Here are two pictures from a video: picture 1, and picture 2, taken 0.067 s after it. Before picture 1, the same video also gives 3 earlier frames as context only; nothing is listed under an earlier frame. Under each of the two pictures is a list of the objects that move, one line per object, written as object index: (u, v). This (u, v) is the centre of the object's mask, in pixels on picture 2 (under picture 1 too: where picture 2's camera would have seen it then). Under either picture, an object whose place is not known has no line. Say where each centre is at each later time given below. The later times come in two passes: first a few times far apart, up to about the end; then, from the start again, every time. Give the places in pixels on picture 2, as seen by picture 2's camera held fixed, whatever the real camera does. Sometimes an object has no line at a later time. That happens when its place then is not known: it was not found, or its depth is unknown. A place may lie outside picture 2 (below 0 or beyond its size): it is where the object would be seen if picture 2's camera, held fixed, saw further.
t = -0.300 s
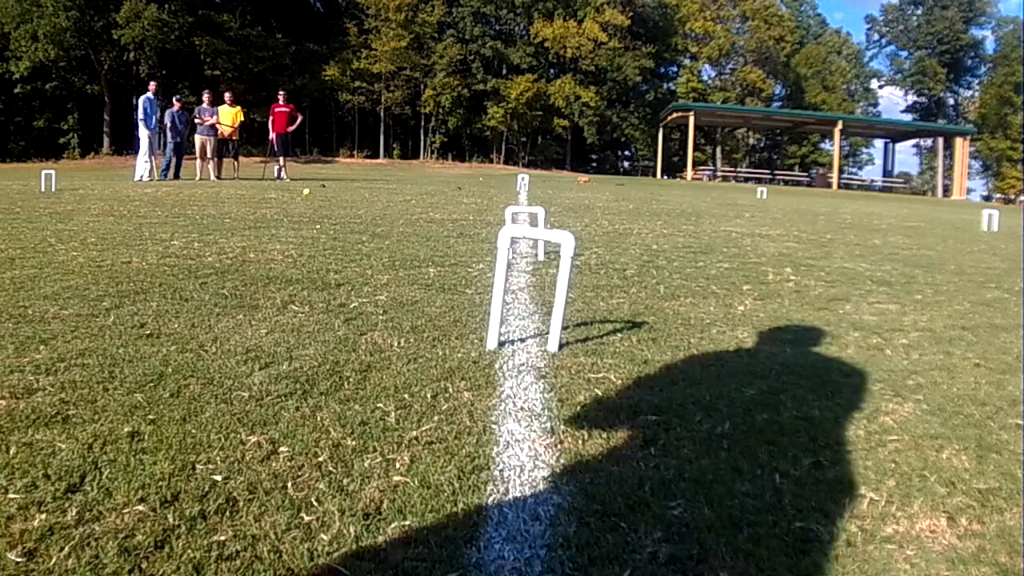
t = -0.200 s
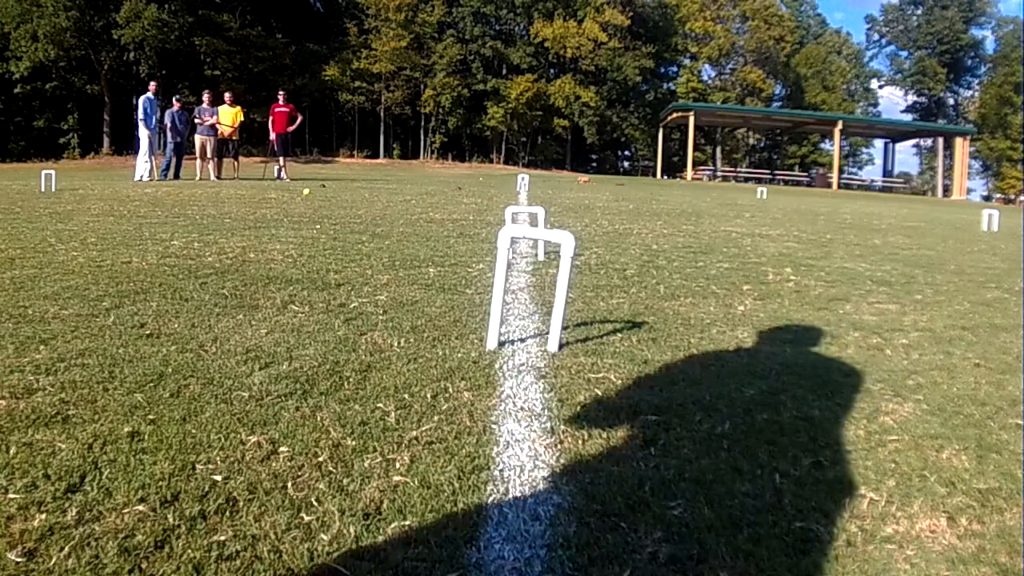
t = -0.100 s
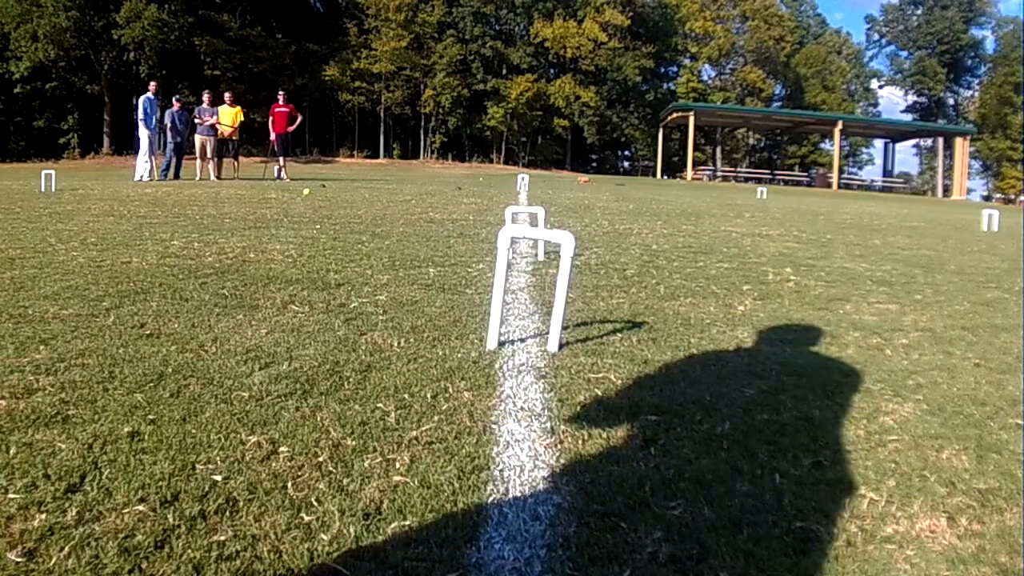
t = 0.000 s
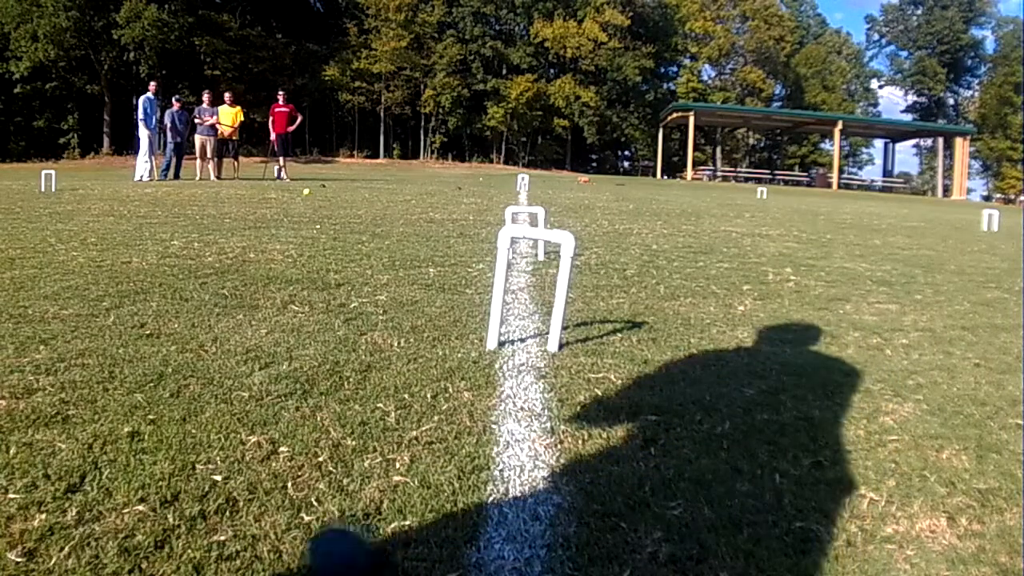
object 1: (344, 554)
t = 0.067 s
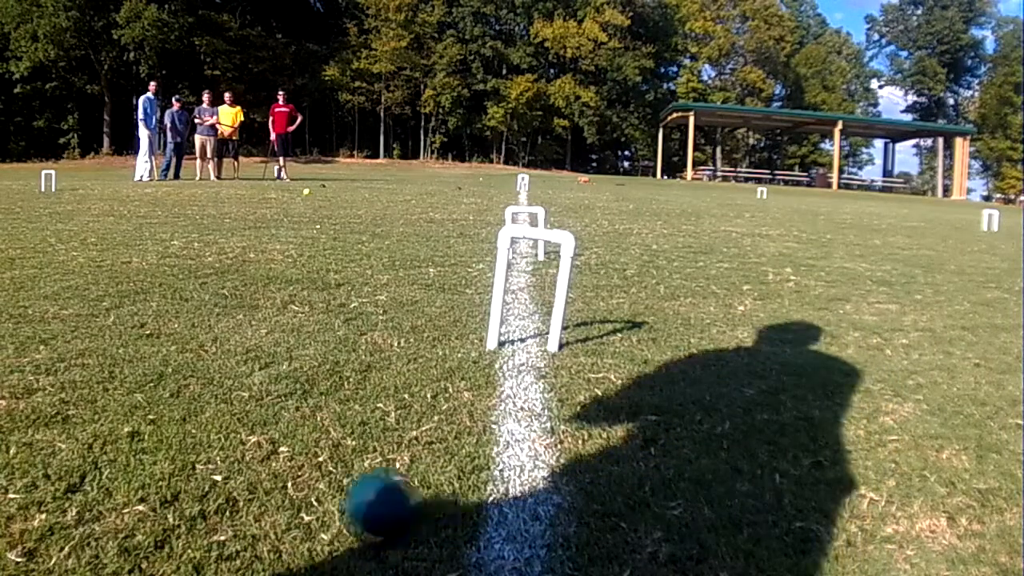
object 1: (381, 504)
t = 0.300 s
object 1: (467, 455)
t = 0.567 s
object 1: (512, 428)
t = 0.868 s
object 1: (511, 427)
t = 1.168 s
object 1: (510, 428)
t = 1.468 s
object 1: (510, 429)
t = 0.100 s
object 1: (396, 493)
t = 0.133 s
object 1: (412, 488)
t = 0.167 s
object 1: (426, 485)
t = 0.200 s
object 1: (437, 481)
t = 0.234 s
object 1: (449, 474)
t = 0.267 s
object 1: (458, 465)
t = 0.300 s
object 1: (467, 455)
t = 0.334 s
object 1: (475, 450)
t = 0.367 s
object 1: (481, 446)
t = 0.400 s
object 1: (488, 442)
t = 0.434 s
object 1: (493, 439)
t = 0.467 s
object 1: (500, 436)
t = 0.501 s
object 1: (505, 433)
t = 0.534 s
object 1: (508, 431)
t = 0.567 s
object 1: (512, 428)
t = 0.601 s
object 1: (514, 427)
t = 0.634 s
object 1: (516, 426)
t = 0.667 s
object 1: (516, 425)
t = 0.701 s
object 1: (516, 425)
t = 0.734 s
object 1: (515, 425)
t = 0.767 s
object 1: (513, 426)
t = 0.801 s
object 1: (512, 426)
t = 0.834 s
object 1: (511, 427)
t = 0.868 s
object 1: (511, 427)
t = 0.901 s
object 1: (511, 427)
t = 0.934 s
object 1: (511, 428)
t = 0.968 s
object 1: (511, 428)
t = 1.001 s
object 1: (510, 428)
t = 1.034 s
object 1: (510, 428)
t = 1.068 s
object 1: (510, 428)
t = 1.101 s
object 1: (510, 428)
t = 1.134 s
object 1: (510, 428)
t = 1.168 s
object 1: (510, 428)
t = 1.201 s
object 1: (510, 428)
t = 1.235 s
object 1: (510, 428)
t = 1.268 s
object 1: (510, 428)
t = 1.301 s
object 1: (510, 428)
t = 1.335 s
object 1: (510, 428)
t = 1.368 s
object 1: (510, 428)
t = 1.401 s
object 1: (510, 428)
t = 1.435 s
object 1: (510, 428)
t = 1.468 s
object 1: (510, 429)
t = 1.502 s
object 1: (510, 428)
